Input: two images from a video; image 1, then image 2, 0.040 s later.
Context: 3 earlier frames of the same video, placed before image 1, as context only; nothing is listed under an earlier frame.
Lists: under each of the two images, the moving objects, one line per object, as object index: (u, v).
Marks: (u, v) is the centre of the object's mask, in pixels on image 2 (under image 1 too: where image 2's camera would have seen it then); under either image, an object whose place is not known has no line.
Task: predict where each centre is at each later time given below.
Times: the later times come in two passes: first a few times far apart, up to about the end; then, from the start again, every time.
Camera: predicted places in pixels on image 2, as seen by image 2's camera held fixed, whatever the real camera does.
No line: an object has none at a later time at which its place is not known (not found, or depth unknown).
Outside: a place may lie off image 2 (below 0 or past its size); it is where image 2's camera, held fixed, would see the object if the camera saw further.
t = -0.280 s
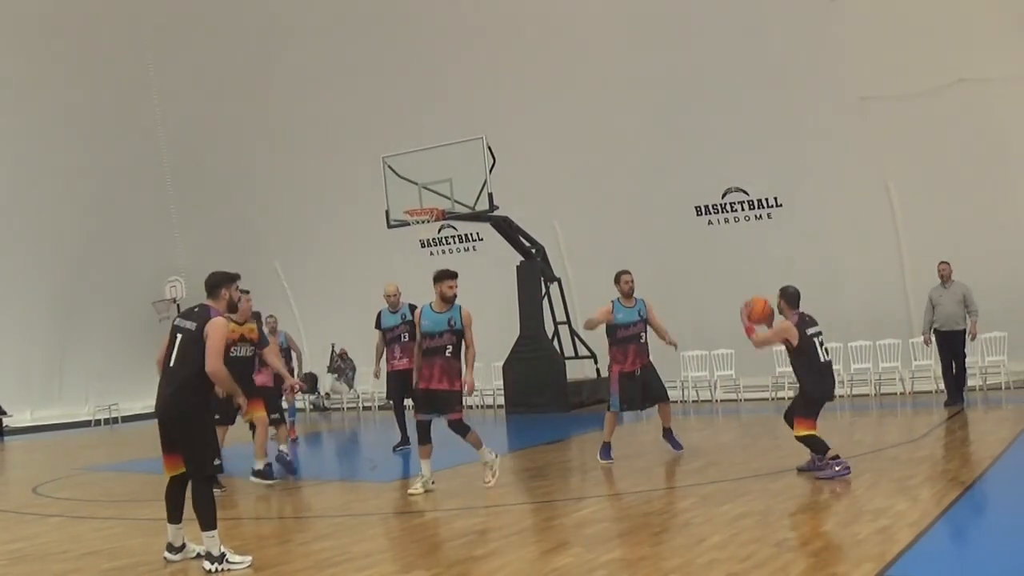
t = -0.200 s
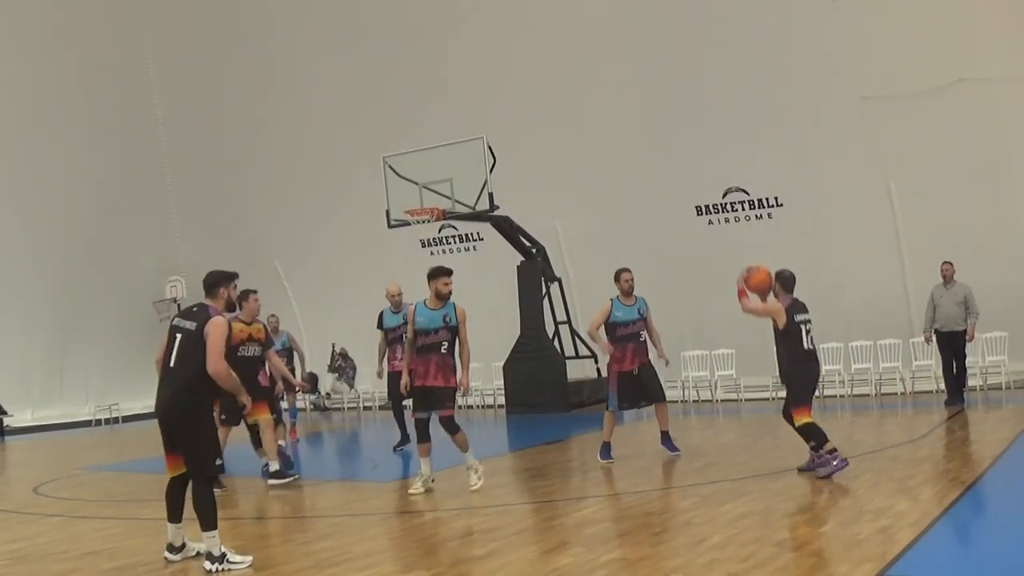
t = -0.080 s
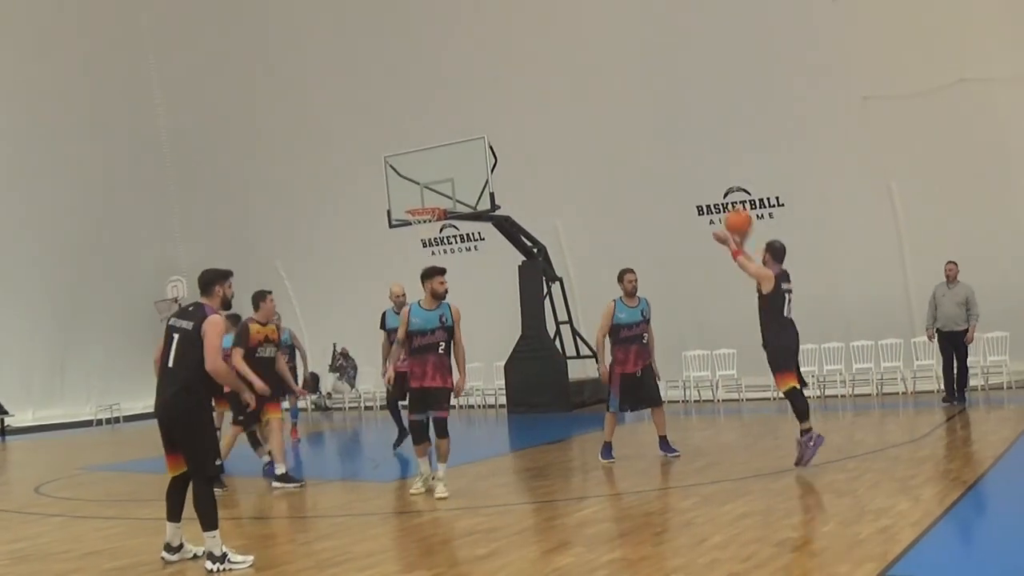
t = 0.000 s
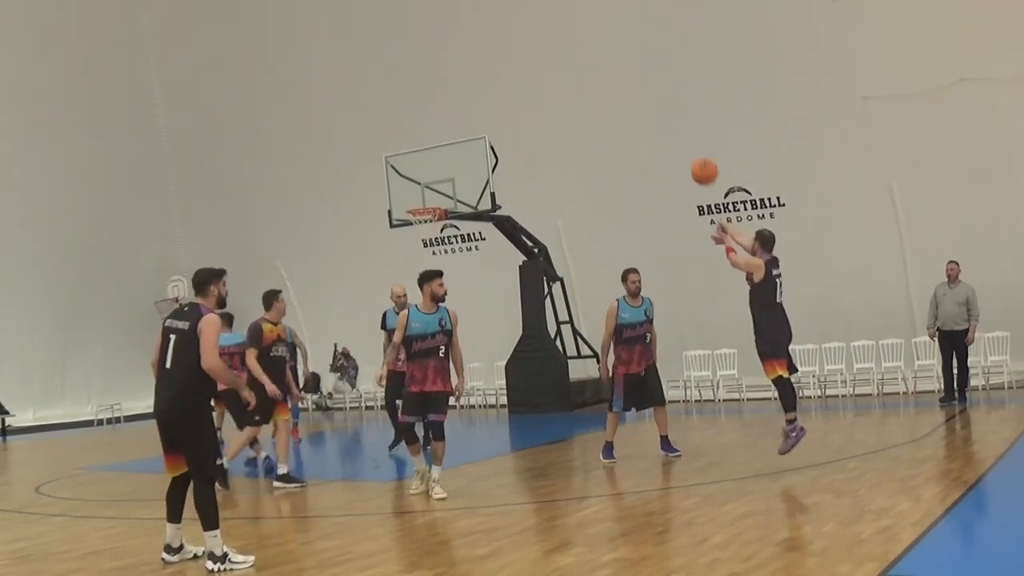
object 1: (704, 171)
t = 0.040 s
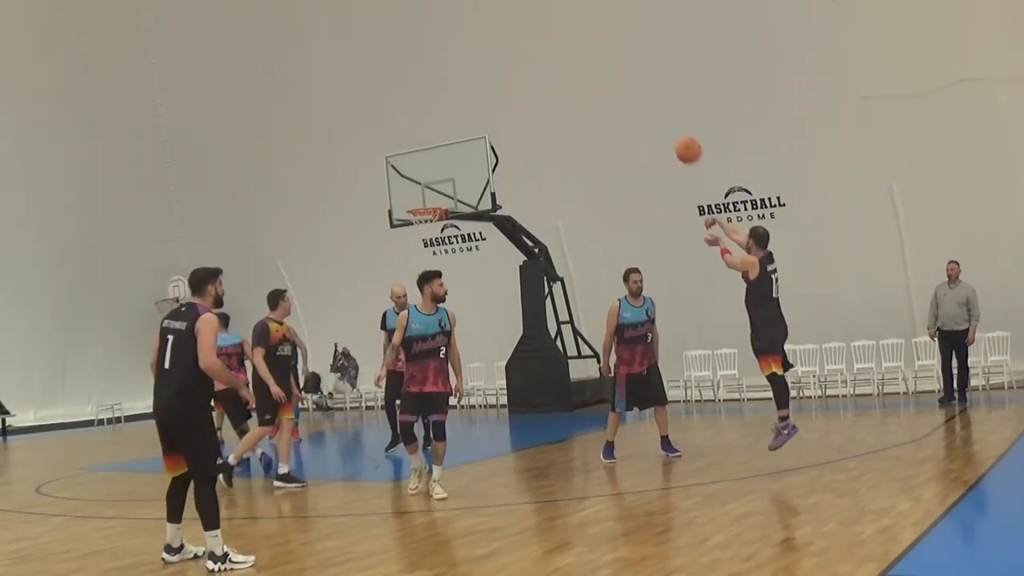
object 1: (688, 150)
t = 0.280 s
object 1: (607, 74)
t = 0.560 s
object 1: (539, 64)
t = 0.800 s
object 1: (496, 104)
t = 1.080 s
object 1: (450, 178)
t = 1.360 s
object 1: (402, 196)
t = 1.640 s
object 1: (366, 214)
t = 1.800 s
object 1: (349, 248)
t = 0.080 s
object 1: (672, 132)
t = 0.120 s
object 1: (659, 116)
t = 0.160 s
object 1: (644, 102)
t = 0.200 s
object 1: (631, 91)
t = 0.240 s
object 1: (619, 81)
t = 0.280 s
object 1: (607, 74)
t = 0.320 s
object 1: (596, 68)
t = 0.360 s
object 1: (585, 64)
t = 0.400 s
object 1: (575, 61)
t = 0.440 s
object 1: (565, 60)
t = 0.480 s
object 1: (556, 60)
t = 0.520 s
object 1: (547, 62)
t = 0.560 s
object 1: (539, 64)
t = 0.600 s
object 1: (532, 68)
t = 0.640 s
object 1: (523, 74)
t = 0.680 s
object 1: (516, 79)
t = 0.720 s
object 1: (509, 86)
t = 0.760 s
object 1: (503, 95)
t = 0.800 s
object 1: (496, 104)
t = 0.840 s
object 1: (490, 114)
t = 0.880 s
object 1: (485, 125)
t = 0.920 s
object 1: (479, 136)
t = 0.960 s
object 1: (475, 149)
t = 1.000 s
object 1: (470, 161)
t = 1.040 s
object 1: (459, 169)
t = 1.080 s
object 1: (450, 178)
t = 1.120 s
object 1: (439, 189)
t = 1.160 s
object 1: (429, 200)
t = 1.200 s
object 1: (424, 200)
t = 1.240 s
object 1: (418, 201)
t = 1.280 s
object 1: (413, 201)
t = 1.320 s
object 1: (407, 197)
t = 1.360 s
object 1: (402, 196)
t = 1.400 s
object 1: (396, 195)
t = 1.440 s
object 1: (390, 196)
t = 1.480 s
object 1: (385, 197)
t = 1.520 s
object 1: (380, 200)
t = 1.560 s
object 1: (376, 203)
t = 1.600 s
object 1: (371, 208)
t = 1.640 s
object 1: (366, 214)
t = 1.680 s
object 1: (362, 221)
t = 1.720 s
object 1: (357, 229)
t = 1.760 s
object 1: (353, 238)
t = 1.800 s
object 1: (349, 248)
